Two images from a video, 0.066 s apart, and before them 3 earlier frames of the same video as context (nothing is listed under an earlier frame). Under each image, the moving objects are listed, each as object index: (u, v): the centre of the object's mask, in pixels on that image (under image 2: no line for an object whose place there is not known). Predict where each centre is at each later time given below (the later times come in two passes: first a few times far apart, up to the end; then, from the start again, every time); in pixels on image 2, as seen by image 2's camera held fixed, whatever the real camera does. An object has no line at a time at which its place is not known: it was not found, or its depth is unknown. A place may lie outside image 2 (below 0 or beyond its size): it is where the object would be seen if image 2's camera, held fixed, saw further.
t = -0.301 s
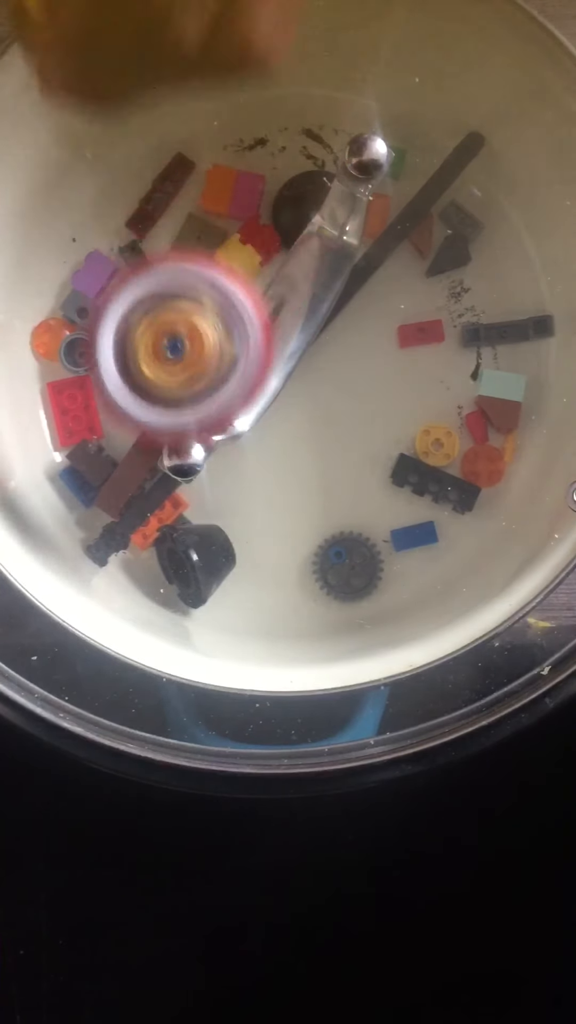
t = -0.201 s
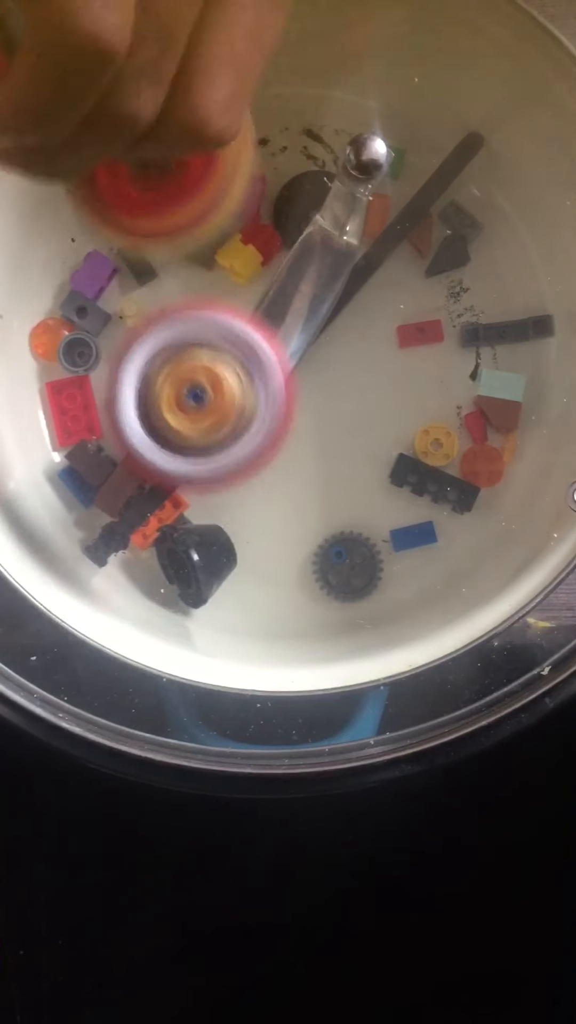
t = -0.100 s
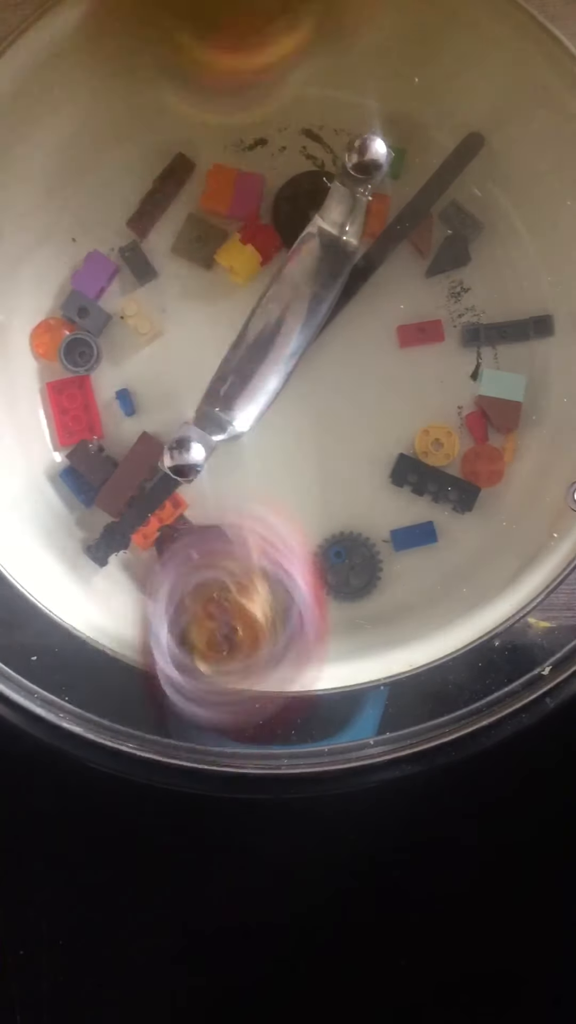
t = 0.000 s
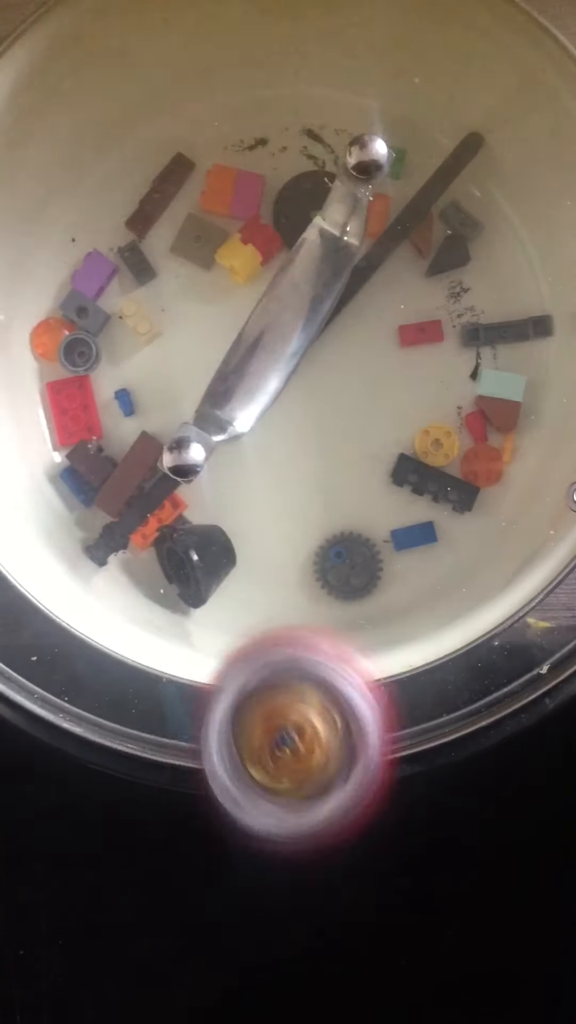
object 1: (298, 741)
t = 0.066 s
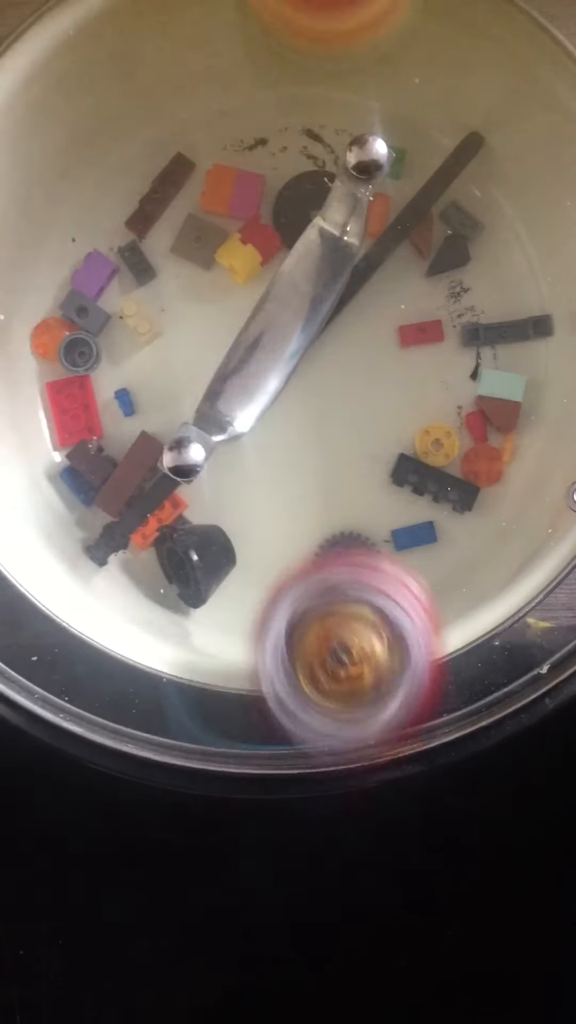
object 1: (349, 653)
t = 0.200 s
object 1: (411, 427)
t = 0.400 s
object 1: (363, 515)
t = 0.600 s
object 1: (273, 563)
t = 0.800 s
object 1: (199, 553)
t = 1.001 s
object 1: (140, 496)
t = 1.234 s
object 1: (93, 353)
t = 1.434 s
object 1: (86, 229)
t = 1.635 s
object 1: (112, 128)
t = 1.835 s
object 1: (185, 76)
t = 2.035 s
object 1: (268, 76)
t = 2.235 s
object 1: (359, 97)
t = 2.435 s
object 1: (413, 134)
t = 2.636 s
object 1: (458, 242)
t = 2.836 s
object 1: (477, 341)
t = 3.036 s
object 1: (445, 405)
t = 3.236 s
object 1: (376, 443)
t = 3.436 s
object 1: (290, 457)
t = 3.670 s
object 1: (235, 438)
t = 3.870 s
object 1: (228, 395)
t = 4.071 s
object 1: (213, 354)
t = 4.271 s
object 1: (210, 306)
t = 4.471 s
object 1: (250, 464)
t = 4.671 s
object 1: (328, 498)
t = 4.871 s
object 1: (358, 484)
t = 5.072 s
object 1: (319, 549)
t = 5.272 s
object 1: (298, 522)
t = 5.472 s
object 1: (247, 422)
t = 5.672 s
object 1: (164, 328)
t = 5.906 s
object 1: (148, 230)
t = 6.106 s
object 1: (192, 172)
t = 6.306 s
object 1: (269, 165)
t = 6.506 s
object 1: (350, 205)
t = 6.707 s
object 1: (404, 279)
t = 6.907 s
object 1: (408, 353)
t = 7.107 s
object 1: (372, 412)
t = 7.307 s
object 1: (300, 425)
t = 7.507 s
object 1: (229, 397)
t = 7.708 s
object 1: (182, 340)
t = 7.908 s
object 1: (174, 276)
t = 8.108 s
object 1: (209, 232)
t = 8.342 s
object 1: (285, 226)
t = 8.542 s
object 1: (352, 257)
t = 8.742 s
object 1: (389, 309)
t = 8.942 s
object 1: (384, 358)
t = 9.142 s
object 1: (343, 387)
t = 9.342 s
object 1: (283, 383)
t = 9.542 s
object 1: (230, 351)
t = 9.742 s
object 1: (213, 305)
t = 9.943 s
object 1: (229, 268)
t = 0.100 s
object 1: (370, 599)
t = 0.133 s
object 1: (387, 540)
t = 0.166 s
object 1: (400, 480)
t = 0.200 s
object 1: (411, 427)
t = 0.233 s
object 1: (414, 428)
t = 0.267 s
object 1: (414, 448)
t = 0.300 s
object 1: (408, 466)
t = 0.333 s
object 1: (394, 485)
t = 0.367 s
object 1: (378, 502)
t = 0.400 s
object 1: (363, 515)
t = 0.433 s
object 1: (348, 527)
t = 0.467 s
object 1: (331, 537)
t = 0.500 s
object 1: (317, 546)
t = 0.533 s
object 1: (302, 553)
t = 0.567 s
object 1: (287, 559)
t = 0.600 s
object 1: (273, 563)
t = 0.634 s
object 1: (259, 566)
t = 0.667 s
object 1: (247, 565)
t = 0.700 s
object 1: (234, 564)
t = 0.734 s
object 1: (222, 561)
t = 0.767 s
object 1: (210, 558)
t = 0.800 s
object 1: (199, 553)
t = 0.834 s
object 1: (185, 547)
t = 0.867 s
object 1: (175, 542)
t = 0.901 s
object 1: (166, 532)
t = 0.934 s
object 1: (157, 520)
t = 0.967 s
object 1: (150, 511)
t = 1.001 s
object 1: (140, 496)
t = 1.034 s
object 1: (131, 479)
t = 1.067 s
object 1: (122, 462)
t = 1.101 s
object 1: (115, 442)
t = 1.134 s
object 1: (109, 422)
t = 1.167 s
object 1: (102, 402)
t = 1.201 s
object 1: (97, 378)
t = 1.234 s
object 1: (93, 353)
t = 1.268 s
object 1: (89, 332)
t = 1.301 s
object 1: (88, 308)
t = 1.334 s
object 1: (86, 288)
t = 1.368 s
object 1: (86, 269)
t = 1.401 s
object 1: (86, 247)
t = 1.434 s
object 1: (86, 229)
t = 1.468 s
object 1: (87, 209)
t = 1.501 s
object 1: (89, 191)
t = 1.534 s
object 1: (92, 174)
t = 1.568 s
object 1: (96, 158)
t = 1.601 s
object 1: (103, 142)
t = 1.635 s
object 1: (112, 128)
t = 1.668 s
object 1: (120, 114)
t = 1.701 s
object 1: (130, 103)
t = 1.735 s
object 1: (151, 87)
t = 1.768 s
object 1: (163, 83)
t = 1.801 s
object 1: (173, 79)
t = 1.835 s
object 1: (185, 76)
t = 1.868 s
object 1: (197, 73)
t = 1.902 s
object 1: (212, 72)
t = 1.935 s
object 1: (225, 72)
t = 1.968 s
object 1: (238, 74)
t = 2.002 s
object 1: (252, 74)
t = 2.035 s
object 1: (268, 76)
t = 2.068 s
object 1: (282, 80)
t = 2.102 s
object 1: (298, 82)
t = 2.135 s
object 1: (313, 87)
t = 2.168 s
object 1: (331, 94)
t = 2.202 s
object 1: (347, 101)
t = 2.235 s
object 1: (359, 97)
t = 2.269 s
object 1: (368, 90)
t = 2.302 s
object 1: (379, 90)
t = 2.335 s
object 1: (387, 94)
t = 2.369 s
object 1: (397, 104)
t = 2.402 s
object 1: (405, 117)
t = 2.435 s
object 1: (413, 134)
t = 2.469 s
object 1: (420, 152)
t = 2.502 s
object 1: (428, 170)
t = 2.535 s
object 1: (435, 187)
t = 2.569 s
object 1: (443, 206)
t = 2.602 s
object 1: (451, 224)
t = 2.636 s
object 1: (458, 242)
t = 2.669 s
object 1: (465, 260)
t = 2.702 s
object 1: (469, 278)
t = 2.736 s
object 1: (472, 296)
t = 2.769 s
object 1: (472, 310)
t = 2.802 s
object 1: (475, 326)
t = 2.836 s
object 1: (477, 341)
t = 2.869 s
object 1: (473, 354)
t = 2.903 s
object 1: (470, 365)
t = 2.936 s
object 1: (464, 376)
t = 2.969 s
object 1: (458, 386)
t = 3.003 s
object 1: (452, 396)
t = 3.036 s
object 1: (445, 405)
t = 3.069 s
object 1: (436, 413)
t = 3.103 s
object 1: (425, 420)
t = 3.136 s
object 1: (413, 428)
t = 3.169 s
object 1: (401, 434)
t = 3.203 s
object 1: (389, 438)
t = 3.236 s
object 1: (376, 443)
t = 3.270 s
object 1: (363, 448)
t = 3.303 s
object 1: (349, 453)
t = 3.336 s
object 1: (335, 455)
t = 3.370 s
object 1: (320, 457)
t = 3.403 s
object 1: (304, 458)
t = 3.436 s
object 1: (290, 457)
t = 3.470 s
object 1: (275, 456)
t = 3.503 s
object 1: (262, 454)
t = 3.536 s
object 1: (248, 452)
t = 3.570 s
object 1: (234, 449)
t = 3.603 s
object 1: (223, 445)
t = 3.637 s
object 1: (226, 441)
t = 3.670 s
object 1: (235, 438)
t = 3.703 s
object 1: (241, 431)
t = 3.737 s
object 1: (242, 421)
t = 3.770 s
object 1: (238, 409)
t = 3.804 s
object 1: (231, 400)
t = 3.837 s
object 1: (230, 398)
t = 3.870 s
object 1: (228, 395)
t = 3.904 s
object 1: (225, 389)
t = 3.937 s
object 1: (222, 381)
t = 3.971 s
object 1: (220, 373)
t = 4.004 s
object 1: (216, 366)
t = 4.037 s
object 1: (215, 359)
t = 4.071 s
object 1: (213, 354)
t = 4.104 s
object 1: (212, 347)
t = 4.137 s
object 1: (212, 340)
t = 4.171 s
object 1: (211, 330)
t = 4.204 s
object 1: (210, 323)
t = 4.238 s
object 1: (210, 313)
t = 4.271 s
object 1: (210, 306)
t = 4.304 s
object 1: (210, 314)
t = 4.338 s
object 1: (215, 364)
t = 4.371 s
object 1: (221, 400)
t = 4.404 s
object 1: (229, 427)
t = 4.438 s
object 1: (236, 449)
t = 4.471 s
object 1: (250, 464)
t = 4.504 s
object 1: (262, 474)
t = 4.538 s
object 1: (276, 481)
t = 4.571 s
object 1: (294, 492)
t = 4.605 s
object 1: (306, 495)
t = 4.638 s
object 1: (317, 498)
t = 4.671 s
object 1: (328, 498)
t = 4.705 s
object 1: (338, 497)
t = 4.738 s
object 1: (345, 493)
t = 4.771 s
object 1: (352, 490)
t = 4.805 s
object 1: (358, 484)
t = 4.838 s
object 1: (362, 478)
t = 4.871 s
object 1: (358, 484)
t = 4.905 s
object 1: (340, 508)
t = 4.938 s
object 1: (328, 524)
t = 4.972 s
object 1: (323, 536)
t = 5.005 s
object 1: (321, 543)
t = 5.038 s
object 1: (321, 547)
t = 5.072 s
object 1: (319, 549)
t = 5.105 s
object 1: (318, 549)
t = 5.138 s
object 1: (315, 549)
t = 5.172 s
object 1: (314, 546)
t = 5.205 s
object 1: (309, 540)
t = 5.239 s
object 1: (305, 532)
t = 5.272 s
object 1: (298, 522)
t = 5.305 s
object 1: (293, 511)
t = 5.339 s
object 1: (288, 498)
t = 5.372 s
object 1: (280, 478)
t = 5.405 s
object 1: (271, 459)
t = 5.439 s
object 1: (262, 440)
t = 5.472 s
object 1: (247, 422)
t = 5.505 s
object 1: (223, 407)
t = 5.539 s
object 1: (208, 392)
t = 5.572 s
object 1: (193, 376)
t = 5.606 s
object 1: (184, 359)
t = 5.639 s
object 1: (176, 346)
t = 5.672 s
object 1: (164, 328)
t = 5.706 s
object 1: (158, 312)
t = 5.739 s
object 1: (152, 299)
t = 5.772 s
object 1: (149, 282)
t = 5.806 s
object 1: (145, 269)
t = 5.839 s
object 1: (144, 256)
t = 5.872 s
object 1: (145, 242)
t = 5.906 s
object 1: (148, 230)
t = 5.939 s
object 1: (151, 217)
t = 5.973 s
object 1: (156, 204)
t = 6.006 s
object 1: (162, 193)
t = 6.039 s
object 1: (172, 185)
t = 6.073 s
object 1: (182, 178)
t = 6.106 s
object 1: (192, 172)
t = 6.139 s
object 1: (203, 167)
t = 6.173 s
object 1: (216, 165)
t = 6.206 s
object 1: (229, 163)
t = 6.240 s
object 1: (241, 160)
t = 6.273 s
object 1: (255, 161)
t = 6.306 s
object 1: (269, 165)
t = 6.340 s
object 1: (283, 167)
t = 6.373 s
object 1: (297, 174)
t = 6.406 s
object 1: (310, 179)
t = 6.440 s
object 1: (324, 189)
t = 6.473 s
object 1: (337, 196)
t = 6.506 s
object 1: (350, 205)
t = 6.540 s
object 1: (360, 216)
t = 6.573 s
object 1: (372, 229)
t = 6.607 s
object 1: (380, 238)
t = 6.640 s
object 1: (390, 252)
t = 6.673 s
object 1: (396, 264)
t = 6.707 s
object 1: (404, 279)
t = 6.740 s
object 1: (407, 291)
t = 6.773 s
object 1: (411, 304)
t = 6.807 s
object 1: (411, 318)
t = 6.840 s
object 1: (411, 329)
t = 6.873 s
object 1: (411, 342)
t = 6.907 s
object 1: (408, 353)
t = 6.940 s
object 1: (404, 366)
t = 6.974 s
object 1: (399, 376)
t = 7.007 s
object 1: (394, 387)
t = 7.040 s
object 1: (386, 396)
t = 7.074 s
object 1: (379, 405)
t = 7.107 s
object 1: (372, 412)
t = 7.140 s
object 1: (362, 417)
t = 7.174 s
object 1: (351, 423)
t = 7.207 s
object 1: (339, 425)
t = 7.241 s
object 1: (326, 425)
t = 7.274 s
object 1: (313, 425)
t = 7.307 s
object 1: (300, 425)
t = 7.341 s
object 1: (288, 425)
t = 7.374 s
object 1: (276, 421)
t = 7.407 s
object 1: (263, 417)
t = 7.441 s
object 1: (253, 412)
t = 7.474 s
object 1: (241, 406)
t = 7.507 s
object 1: (229, 397)
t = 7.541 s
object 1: (218, 388)
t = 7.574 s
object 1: (208, 380)
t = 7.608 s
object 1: (199, 369)
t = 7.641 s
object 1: (192, 359)
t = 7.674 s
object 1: (187, 352)
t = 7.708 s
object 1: (182, 340)
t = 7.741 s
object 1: (178, 326)
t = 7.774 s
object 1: (174, 317)
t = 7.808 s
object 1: (173, 307)
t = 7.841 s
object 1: (172, 295)
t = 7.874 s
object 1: (171, 286)
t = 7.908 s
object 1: (174, 276)
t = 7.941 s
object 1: (179, 268)
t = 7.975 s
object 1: (182, 259)
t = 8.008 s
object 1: (190, 250)
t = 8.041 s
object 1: (196, 243)
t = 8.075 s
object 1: (201, 237)
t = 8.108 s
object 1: (209, 232)
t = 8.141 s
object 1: (219, 229)
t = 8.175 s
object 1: (229, 225)
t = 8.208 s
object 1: (241, 223)
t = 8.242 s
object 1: (254, 223)
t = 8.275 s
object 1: (263, 222)
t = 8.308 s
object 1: (274, 223)
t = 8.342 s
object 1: (285, 226)
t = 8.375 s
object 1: (298, 228)
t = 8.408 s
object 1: (309, 233)
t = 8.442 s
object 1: (322, 239)
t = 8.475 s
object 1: (333, 244)
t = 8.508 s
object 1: (342, 249)
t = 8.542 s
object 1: (352, 257)
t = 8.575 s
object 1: (360, 263)
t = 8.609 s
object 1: (367, 270)
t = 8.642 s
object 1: (375, 281)
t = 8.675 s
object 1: (380, 289)
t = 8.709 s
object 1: (384, 298)
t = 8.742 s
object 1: (389, 309)
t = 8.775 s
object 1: (390, 318)
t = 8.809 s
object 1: (391, 326)
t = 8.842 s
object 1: (390, 335)
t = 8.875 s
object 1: (390, 342)
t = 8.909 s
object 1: (387, 350)
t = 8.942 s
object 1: (384, 358)
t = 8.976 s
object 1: (380, 364)
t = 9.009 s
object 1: (374, 370)
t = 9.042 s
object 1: (368, 376)
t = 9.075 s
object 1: (362, 379)
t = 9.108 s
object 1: (354, 385)
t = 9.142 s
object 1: (343, 387)
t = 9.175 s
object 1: (335, 389)
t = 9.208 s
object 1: (324, 389)
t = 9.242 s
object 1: (314, 389)
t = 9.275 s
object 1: (306, 387)
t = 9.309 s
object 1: (295, 385)
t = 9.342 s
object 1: (283, 383)
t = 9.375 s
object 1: (274, 378)
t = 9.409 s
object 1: (263, 374)
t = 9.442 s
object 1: (255, 368)
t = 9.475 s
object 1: (246, 362)
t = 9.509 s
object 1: (238, 357)
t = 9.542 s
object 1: (230, 351)
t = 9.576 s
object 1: (225, 344)
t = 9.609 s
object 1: (220, 336)
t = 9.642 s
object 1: (217, 330)
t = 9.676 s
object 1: (214, 317)
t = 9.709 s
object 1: (212, 311)
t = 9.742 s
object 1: (213, 305)
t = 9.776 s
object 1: (213, 298)
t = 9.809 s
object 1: (213, 292)
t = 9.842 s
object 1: (214, 284)
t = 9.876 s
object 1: (217, 278)
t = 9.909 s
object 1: (222, 273)
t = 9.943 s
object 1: (229, 268)
